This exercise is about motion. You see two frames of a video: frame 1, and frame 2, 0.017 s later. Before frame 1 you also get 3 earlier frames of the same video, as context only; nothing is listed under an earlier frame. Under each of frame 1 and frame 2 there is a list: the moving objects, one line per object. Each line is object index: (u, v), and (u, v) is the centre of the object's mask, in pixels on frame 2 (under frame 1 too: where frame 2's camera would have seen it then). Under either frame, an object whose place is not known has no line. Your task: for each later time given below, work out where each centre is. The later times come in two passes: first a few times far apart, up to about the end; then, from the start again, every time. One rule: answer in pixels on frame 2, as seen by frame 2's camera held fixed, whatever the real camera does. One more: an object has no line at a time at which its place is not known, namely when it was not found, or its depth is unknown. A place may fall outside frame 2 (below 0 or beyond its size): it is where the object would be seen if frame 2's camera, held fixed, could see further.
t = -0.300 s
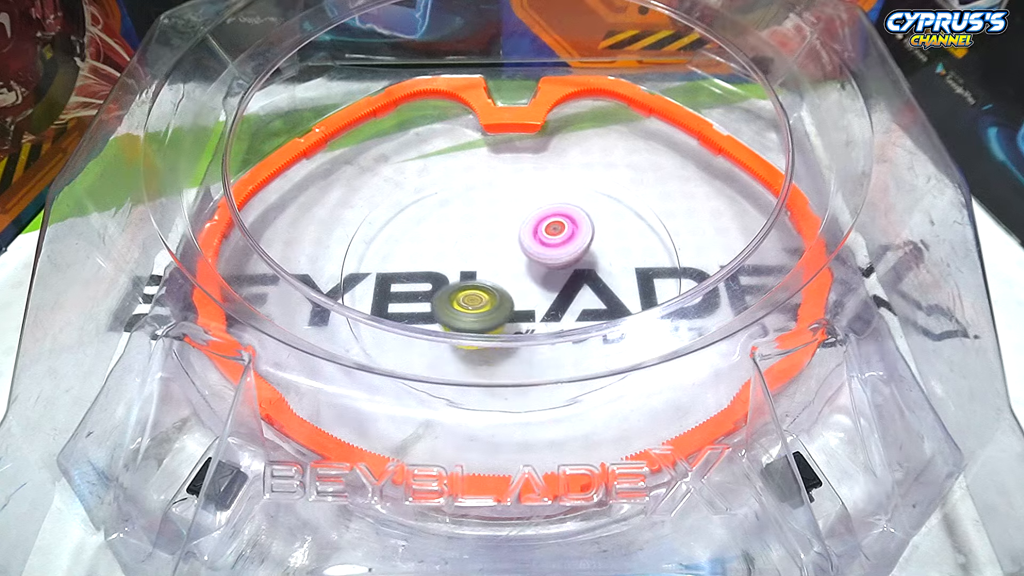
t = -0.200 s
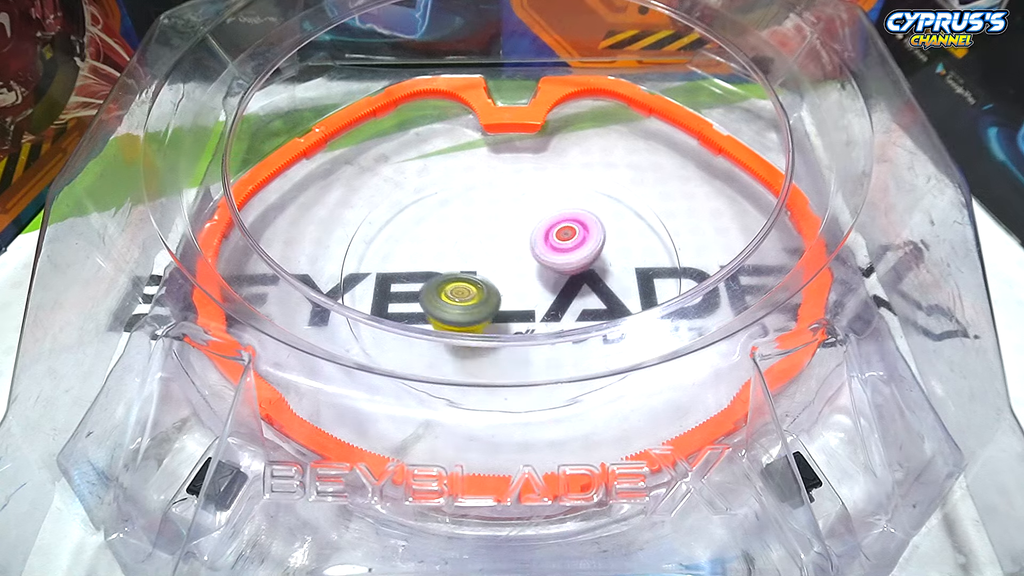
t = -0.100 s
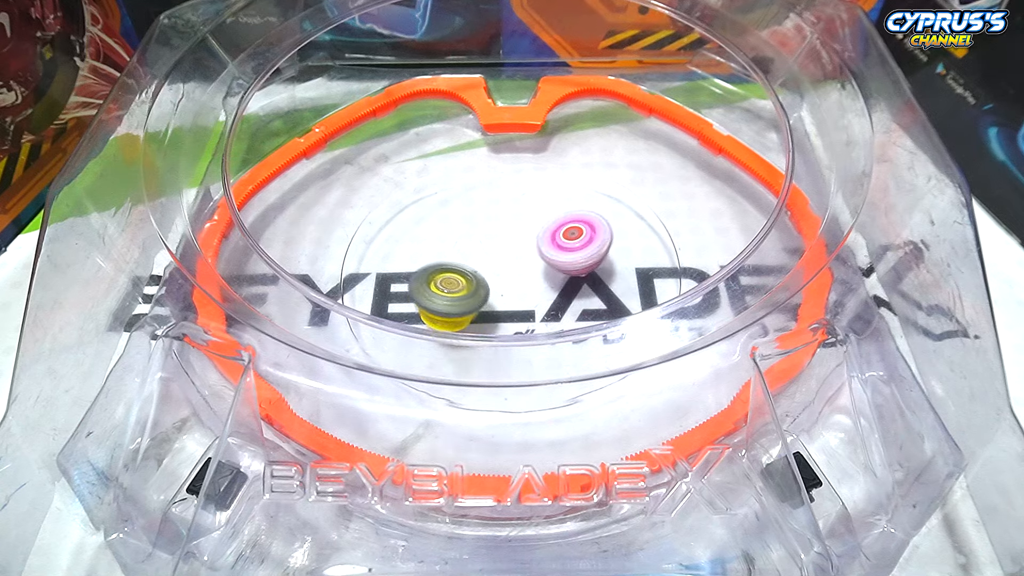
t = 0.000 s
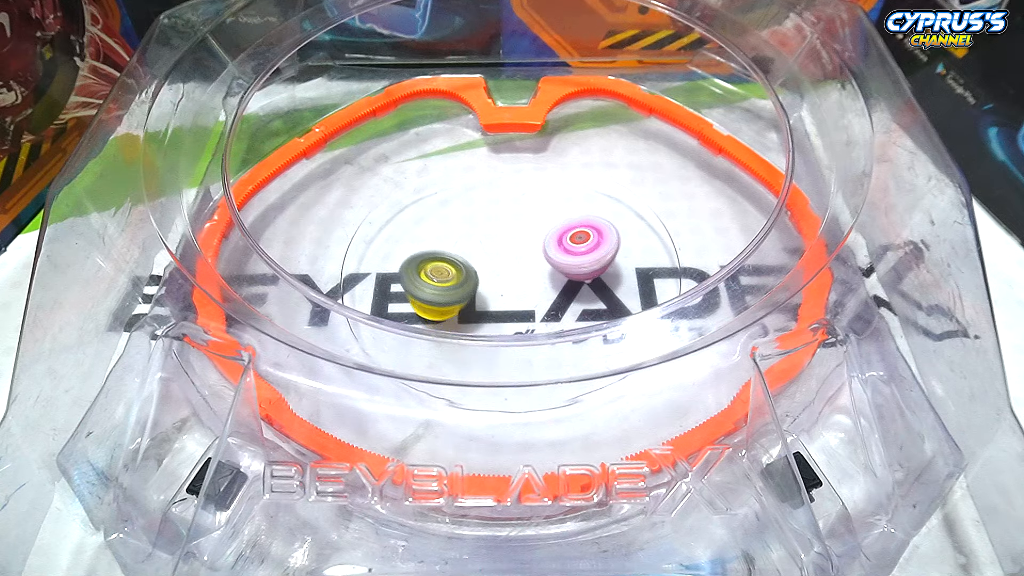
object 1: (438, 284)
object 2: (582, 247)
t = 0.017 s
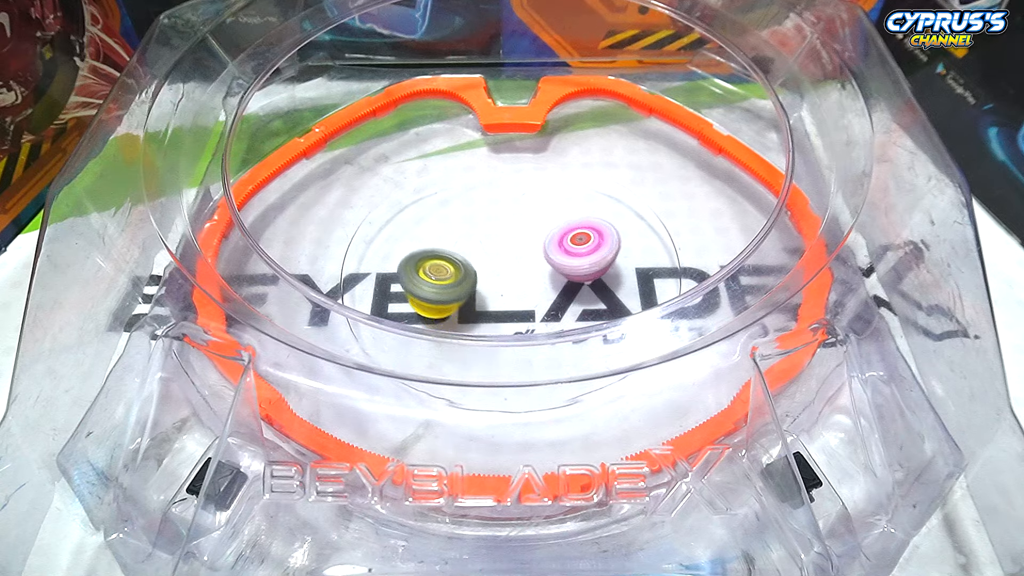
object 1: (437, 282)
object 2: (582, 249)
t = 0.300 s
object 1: (422, 245)
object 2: (563, 273)
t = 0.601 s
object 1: (438, 215)
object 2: (532, 290)
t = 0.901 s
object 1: (477, 197)
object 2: (495, 284)
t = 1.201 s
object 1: (525, 193)
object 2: (473, 260)
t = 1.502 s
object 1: (564, 206)
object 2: (473, 236)
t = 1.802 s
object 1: (584, 237)
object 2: (491, 223)
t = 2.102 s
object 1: (583, 275)
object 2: (511, 227)
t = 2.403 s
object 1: (554, 299)
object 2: (526, 242)
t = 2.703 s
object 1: (511, 329)
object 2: (503, 235)
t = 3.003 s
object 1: (475, 308)
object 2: (494, 249)
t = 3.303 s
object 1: (402, 336)
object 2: (532, 133)
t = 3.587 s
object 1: (414, 288)
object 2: (551, 110)
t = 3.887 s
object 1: (454, 226)
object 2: (581, 141)
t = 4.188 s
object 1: (487, 176)
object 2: (558, 205)
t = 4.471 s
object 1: (517, 164)
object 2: (523, 260)
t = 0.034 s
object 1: (434, 280)
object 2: (583, 251)
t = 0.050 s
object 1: (433, 278)
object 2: (583, 252)
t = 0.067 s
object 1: (432, 275)
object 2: (583, 254)
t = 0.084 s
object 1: (430, 273)
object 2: (583, 256)
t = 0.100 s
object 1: (429, 271)
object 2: (582, 257)
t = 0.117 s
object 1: (428, 268)
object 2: (581, 258)
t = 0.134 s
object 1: (427, 266)
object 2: (579, 260)
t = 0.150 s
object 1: (426, 264)
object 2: (578, 262)
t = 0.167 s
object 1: (425, 262)
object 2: (577, 263)
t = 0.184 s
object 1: (425, 260)
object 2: (575, 265)
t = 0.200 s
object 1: (424, 257)
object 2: (574, 266)
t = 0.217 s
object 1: (423, 255)
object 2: (572, 267)
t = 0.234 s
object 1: (423, 253)
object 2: (570, 268)
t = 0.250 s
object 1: (423, 251)
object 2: (568, 270)
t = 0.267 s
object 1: (422, 249)
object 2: (566, 271)
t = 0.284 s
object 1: (422, 247)
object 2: (565, 272)
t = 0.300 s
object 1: (422, 245)
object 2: (563, 273)
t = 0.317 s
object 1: (422, 243)
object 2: (561, 274)
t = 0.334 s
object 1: (422, 241)
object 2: (559, 276)
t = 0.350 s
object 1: (422, 239)
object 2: (557, 277)
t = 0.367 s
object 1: (423, 237)
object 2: (556, 278)
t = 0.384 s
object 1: (423, 235)
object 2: (555, 279)
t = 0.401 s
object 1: (424, 233)
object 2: (553, 280)
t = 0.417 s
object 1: (424, 231)
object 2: (552, 281)
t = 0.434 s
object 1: (425, 230)
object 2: (550, 282)
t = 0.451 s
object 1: (426, 228)
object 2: (548, 283)
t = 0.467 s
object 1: (427, 226)
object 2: (547, 285)
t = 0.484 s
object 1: (428, 225)
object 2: (546, 285)
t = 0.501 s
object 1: (429, 223)
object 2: (544, 286)
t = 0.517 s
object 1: (430, 222)
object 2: (542, 287)
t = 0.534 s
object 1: (432, 220)
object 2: (540, 288)
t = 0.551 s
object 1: (433, 219)
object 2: (538, 289)
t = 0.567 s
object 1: (435, 218)
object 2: (536, 289)
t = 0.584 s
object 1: (436, 216)
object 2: (534, 290)
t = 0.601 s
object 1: (438, 215)
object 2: (532, 290)
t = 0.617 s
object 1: (440, 214)
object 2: (530, 290)
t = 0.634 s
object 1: (441, 213)
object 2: (527, 290)
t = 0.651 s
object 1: (443, 211)
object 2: (525, 291)
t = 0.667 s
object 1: (445, 210)
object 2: (523, 291)
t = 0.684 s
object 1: (447, 209)
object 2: (521, 291)
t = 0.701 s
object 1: (448, 208)
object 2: (519, 291)
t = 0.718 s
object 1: (451, 207)
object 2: (517, 290)
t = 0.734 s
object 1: (453, 206)
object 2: (515, 291)
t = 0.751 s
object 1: (455, 205)
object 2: (512, 290)
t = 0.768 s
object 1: (457, 204)
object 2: (509, 289)
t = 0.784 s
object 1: (459, 203)
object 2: (508, 289)
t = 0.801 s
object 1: (462, 202)
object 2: (506, 288)
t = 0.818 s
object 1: (464, 201)
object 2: (504, 288)
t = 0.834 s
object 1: (467, 200)
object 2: (502, 287)
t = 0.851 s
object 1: (469, 199)
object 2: (500, 286)
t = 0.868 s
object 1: (472, 198)
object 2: (498, 285)
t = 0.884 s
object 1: (475, 197)
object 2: (497, 285)
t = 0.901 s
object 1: (477, 197)
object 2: (495, 284)
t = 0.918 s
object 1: (480, 196)
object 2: (493, 283)
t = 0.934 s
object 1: (483, 195)
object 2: (491, 281)
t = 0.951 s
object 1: (485, 195)
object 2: (489, 280)
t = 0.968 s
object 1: (488, 194)
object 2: (488, 279)
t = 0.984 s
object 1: (490, 194)
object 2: (487, 278)
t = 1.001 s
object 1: (493, 193)
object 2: (485, 277)
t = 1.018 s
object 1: (496, 193)
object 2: (484, 276)
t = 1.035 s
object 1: (498, 193)
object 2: (482, 274)
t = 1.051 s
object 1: (501, 192)
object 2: (481, 273)
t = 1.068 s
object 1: (504, 192)
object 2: (479, 272)
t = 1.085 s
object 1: (507, 192)
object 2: (478, 270)
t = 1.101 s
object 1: (510, 192)
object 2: (478, 269)
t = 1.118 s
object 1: (512, 192)
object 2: (477, 267)
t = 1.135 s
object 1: (515, 192)
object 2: (475, 266)
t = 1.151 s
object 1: (517, 192)
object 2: (475, 265)
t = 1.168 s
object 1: (520, 192)
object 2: (474, 263)
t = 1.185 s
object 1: (522, 192)
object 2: (474, 262)
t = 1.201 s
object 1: (525, 193)
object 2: (473, 260)
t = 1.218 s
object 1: (527, 193)
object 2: (473, 259)
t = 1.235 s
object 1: (530, 193)
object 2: (472, 257)
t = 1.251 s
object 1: (532, 194)
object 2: (471, 256)
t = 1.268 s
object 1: (535, 194)
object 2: (471, 255)
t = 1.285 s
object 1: (537, 195)
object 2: (471, 253)
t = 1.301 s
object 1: (539, 195)
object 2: (471, 252)
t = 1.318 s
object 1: (542, 196)
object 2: (470, 250)
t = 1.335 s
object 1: (544, 196)
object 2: (470, 249)
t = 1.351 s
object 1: (547, 197)
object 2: (470, 248)
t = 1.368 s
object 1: (549, 198)
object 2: (470, 246)
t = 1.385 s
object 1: (551, 198)
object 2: (470, 245)
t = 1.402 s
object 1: (553, 199)
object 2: (470, 243)
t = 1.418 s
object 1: (555, 200)
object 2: (470, 242)
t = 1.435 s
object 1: (557, 201)
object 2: (471, 241)
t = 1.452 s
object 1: (559, 202)
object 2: (471, 240)
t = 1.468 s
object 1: (561, 203)
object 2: (472, 239)
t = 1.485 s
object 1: (562, 204)
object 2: (472, 238)
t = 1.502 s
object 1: (564, 206)
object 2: (473, 236)
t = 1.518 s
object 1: (566, 207)
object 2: (473, 236)
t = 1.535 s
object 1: (567, 208)
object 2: (474, 235)
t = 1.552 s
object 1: (568, 210)
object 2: (475, 234)
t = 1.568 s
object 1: (569, 211)
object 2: (476, 233)
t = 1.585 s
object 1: (571, 213)
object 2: (477, 232)
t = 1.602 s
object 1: (572, 214)
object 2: (478, 231)
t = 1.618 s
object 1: (573, 216)
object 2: (479, 230)
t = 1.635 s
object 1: (574, 217)
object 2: (480, 230)
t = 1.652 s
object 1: (575, 219)
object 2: (481, 229)
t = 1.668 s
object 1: (576, 221)
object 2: (482, 228)
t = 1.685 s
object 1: (577, 223)
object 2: (483, 227)
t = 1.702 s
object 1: (578, 225)
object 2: (484, 227)
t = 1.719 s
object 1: (579, 227)
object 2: (485, 226)
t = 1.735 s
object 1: (580, 229)
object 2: (486, 225)
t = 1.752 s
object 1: (581, 231)
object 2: (487, 224)
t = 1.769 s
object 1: (582, 233)
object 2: (488, 224)
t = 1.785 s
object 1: (583, 235)
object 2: (489, 223)
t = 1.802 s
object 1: (584, 237)
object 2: (491, 223)
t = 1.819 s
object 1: (585, 239)
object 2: (492, 222)
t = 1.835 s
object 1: (586, 241)
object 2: (493, 222)
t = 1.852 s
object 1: (586, 244)
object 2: (494, 222)
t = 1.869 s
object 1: (587, 246)
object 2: (495, 222)
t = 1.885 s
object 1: (587, 248)
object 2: (496, 222)
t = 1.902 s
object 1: (587, 250)
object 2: (498, 222)
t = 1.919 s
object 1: (588, 253)
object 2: (498, 222)
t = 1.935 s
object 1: (588, 255)
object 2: (499, 222)
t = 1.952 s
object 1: (588, 257)
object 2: (501, 223)
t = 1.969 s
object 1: (588, 259)
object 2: (502, 223)
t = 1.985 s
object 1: (587, 261)
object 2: (504, 223)
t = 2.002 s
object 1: (587, 263)
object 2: (505, 223)
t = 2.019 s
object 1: (586, 265)
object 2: (506, 224)
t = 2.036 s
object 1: (586, 267)
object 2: (507, 225)
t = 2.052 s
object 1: (585, 269)
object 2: (508, 225)
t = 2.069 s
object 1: (585, 271)
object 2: (510, 226)
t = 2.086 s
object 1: (584, 273)
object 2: (510, 226)
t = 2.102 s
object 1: (583, 275)
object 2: (511, 227)
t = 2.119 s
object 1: (582, 277)
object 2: (513, 228)
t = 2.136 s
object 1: (581, 279)
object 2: (514, 228)
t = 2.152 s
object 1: (580, 281)
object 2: (515, 229)
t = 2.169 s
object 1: (579, 283)
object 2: (517, 230)
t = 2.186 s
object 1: (578, 285)
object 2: (517, 230)
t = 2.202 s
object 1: (577, 287)
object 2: (518, 231)
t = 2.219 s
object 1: (575, 288)
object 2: (519, 232)
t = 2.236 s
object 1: (573, 290)
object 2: (521, 233)
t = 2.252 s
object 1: (572, 291)
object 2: (521, 233)
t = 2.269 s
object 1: (571, 292)
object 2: (522, 234)
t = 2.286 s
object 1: (569, 293)
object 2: (523, 235)
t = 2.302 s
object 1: (567, 294)
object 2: (524, 236)
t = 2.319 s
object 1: (565, 295)
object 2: (524, 237)
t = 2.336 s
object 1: (563, 296)
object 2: (525, 238)
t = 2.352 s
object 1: (561, 297)
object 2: (525, 239)
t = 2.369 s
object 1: (559, 298)
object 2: (525, 240)
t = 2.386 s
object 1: (556, 299)
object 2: (526, 241)
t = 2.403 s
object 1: (554, 299)
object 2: (526, 242)
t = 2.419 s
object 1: (551, 300)
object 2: (526, 242)
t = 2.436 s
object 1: (549, 301)
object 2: (526, 243)
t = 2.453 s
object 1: (547, 302)
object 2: (526, 243)
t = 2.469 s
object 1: (544, 306)
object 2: (525, 239)
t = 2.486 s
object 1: (541, 308)
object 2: (522, 235)
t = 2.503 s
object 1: (538, 310)
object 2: (520, 232)
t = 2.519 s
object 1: (535, 311)
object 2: (518, 230)
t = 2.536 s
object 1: (532, 312)
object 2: (517, 229)
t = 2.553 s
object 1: (530, 320)
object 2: (516, 228)
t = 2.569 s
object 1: (528, 322)
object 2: (514, 228)
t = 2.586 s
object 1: (525, 324)
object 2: (512, 229)
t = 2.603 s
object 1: (523, 325)
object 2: (511, 229)
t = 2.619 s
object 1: (521, 326)
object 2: (510, 230)
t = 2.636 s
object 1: (519, 328)
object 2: (508, 231)
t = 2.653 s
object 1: (517, 328)
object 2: (507, 232)
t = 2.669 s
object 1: (515, 329)
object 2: (505, 233)
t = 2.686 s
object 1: (513, 329)
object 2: (504, 234)
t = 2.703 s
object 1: (511, 329)
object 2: (503, 235)
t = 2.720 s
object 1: (509, 329)
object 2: (502, 235)
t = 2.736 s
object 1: (508, 329)
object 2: (501, 237)
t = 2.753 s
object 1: (506, 328)
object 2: (500, 238)
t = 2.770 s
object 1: (504, 328)
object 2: (500, 238)
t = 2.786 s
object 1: (502, 327)
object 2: (499, 239)
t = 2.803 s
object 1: (500, 327)
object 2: (499, 240)
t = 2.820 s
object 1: (498, 326)
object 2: (498, 241)
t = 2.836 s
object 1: (497, 325)
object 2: (498, 242)
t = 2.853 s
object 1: (495, 324)
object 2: (498, 243)
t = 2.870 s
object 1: (493, 323)
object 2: (497, 244)
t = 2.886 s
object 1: (492, 315)
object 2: (496, 245)
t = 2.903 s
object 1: (490, 314)
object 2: (496, 246)
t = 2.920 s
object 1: (487, 313)
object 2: (496, 247)
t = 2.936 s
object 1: (485, 312)
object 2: (495, 247)
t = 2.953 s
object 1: (483, 311)
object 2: (494, 248)
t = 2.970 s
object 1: (480, 310)
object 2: (494, 249)
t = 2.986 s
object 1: (478, 309)
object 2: (494, 249)
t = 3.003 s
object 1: (475, 308)
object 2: (494, 249)
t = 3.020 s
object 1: (473, 307)
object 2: (493, 250)
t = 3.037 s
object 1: (465, 309)
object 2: (497, 241)
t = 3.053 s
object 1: (455, 319)
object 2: (504, 229)
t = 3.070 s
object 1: (445, 330)
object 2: (512, 217)
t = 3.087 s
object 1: (435, 331)
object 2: (518, 205)
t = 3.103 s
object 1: (426, 341)
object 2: (524, 196)
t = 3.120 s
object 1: (418, 344)
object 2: (529, 186)
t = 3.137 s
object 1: (412, 345)
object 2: (532, 177)
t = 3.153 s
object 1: (408, 345)
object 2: (535, 168)
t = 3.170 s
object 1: (406, 344)
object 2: (537, 162)
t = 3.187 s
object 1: (406, 343)
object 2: (539, 157)
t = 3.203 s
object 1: (406, 342)
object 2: (539, 153)
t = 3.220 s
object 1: (406, 340)
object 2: (537, 149)
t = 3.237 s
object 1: (405, 339)
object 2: (536, 146)
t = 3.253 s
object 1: (404, 337)
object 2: (535, 143)
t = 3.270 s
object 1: (403, 336)
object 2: (534, 139)
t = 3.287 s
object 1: (402, 337)
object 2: (532, 135)
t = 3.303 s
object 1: (402, 336)
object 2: (532, 133)
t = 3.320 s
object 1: (400, 335)
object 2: (531, 130)
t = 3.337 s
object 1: (402, 324)
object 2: (531, 127)
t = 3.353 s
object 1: (400, 323)
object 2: (531, 124)
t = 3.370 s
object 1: (399, 320)
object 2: (532, 121)
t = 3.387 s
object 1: (400, 318)
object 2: (532, 119)
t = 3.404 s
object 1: (400, 316)
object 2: (533, 117)
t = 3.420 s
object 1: (401, 313)
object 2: (533, 116)
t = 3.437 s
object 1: (403, 303)
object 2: (535, 115)
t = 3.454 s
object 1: (403, 302)
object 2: (536, 113)
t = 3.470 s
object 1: (404, 300)
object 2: (537, 112)
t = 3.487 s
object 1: (404, 299)
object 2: (538, 111)
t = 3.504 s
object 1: (406, 297)
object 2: (540, 110)
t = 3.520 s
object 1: (407, 295)
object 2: (542, 109)
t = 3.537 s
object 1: (409, 294)
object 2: (543, 109)
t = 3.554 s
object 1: (411, 292)
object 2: (546, 109)
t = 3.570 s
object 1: (412, 290)
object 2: (548, 109)
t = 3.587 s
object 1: (414, 288)
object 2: (551, 110)
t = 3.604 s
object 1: (416, 285)
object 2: (552, 112)
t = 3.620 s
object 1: (418, 281)
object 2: (555, 113)
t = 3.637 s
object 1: (421, 278)
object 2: (557, 113)
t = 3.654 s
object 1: (423, 275)
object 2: (559, 115)
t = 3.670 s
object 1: (425, 272)
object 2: (561, 117)
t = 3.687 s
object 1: (427, 268)
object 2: (563, 118)
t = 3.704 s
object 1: (429, 265)
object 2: (565, 119)
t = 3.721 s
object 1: (431, 262)
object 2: (567, 121)
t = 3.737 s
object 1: (433, 258)
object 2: (569, 123)
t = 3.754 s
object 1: (436, 254)
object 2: (571, 124)
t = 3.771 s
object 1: (438, 251)
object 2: (572, 126)
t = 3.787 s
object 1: (440, 247)
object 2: (574, 129)
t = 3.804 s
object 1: (442, 244)
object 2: (576, 130)
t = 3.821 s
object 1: (444, 240)
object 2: (577, 131)
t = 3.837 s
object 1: (447, 237)
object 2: (577, 133)
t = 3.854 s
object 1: (449, 233)
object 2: (579, 137)
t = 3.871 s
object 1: (451, 229)
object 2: (580, 139)
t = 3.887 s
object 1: (454, 226)
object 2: (581, 141)
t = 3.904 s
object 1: (456, 222)
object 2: (582, 143)
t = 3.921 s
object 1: (458, 219)
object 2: (581, 147)
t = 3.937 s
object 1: (460, 215)
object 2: (580, 149)
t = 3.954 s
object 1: (462, 212)
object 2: (578, 154)
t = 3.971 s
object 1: (464, 209)
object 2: (575, 158)
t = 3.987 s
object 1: (466, 206)
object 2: (574, 162)
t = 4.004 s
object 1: (468, 203)
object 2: (572, 164)
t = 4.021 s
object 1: (469, 200)
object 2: (570, 169)
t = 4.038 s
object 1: (471, 197)
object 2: (569, 173)
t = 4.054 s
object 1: (473, 195)
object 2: (569, 177)
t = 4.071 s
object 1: (475, 192)
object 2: (567, 179)
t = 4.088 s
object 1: (476, 190)
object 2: (566, 183)
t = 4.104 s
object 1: (478, 187)
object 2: (565, 188)
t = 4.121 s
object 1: (480, 185)
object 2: (564, 190)
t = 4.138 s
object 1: (482, 183)
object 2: (562, 194)
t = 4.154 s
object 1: (483, 180)
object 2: (561, 198)
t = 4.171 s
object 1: (485, 178)
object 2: (560, 202)
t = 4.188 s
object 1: (487, 176)
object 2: (558, 205)
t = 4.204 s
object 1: (489, 174)
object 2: (557, 209)
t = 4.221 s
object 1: (491, 172)
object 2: (555, 213)
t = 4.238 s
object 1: (493, 170)
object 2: (554, 217)
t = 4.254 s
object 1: (495, 169)
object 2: (551, 220)
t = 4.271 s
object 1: (497, 167)
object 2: (549, 224)
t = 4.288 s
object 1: (499, 166)
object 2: (548, 228)
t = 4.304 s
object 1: (501, 165)
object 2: (546, 231)
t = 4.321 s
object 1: (503, 165)
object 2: (543, 235)
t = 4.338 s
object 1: (505, 164)
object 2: (541, 238)
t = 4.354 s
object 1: (507, 164)
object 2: (539, 240)
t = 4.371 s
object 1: (509, 164)
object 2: (536, 243)
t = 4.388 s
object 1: (510, 163)
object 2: (534, 247)
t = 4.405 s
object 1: (512, 163)
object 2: (531, 250)
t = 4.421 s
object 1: (513, 163)
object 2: (529, 252)
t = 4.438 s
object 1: (514, 163)
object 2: (527, 256)
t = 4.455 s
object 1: (516, 163)
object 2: (525, 258)
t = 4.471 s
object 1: (517, 164)
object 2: (523, 260)
